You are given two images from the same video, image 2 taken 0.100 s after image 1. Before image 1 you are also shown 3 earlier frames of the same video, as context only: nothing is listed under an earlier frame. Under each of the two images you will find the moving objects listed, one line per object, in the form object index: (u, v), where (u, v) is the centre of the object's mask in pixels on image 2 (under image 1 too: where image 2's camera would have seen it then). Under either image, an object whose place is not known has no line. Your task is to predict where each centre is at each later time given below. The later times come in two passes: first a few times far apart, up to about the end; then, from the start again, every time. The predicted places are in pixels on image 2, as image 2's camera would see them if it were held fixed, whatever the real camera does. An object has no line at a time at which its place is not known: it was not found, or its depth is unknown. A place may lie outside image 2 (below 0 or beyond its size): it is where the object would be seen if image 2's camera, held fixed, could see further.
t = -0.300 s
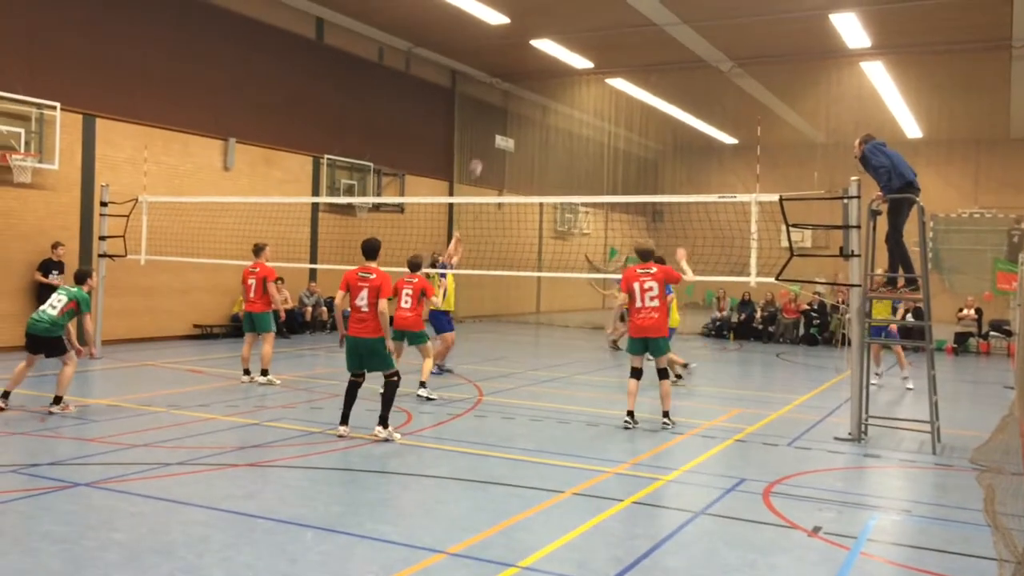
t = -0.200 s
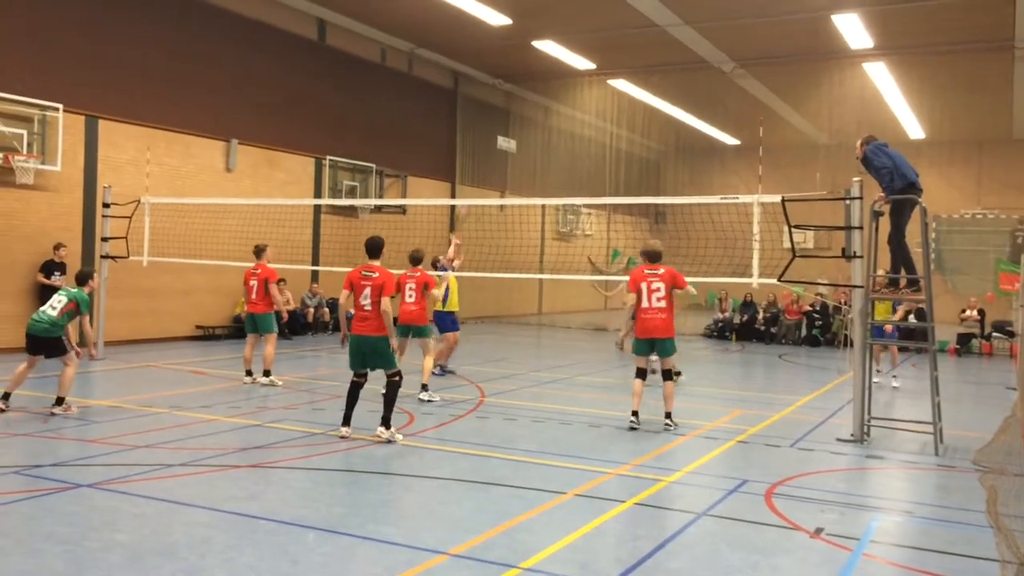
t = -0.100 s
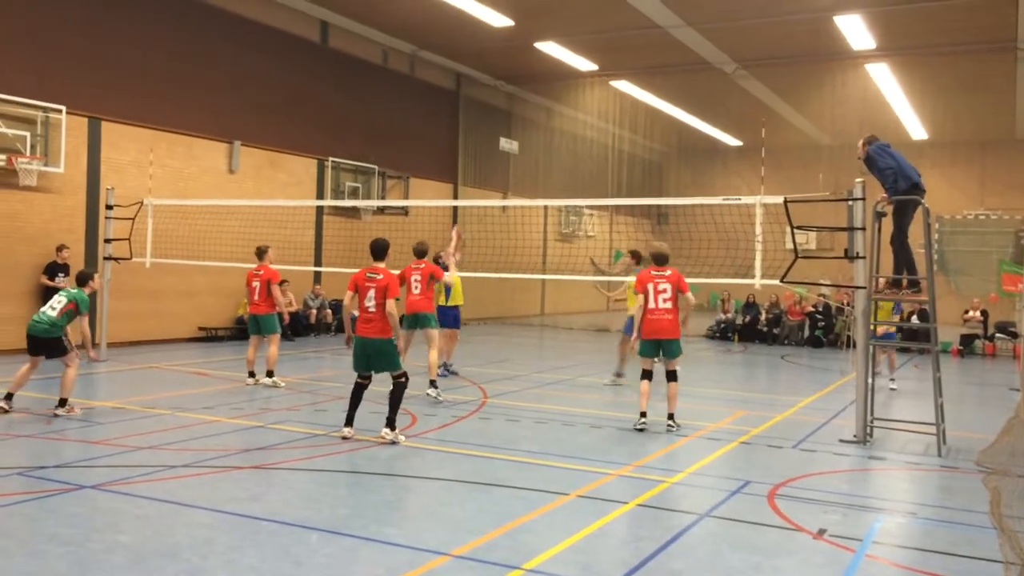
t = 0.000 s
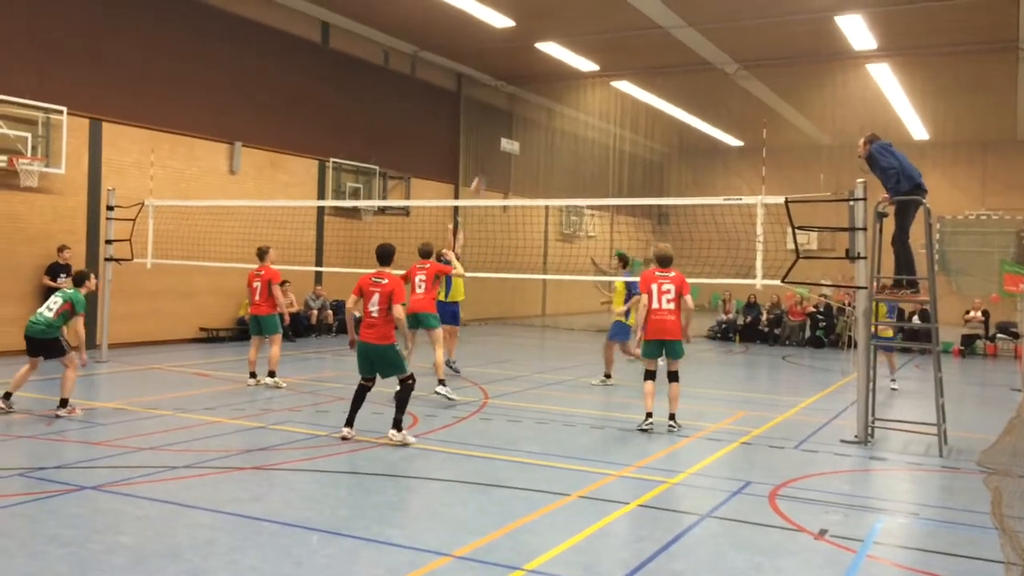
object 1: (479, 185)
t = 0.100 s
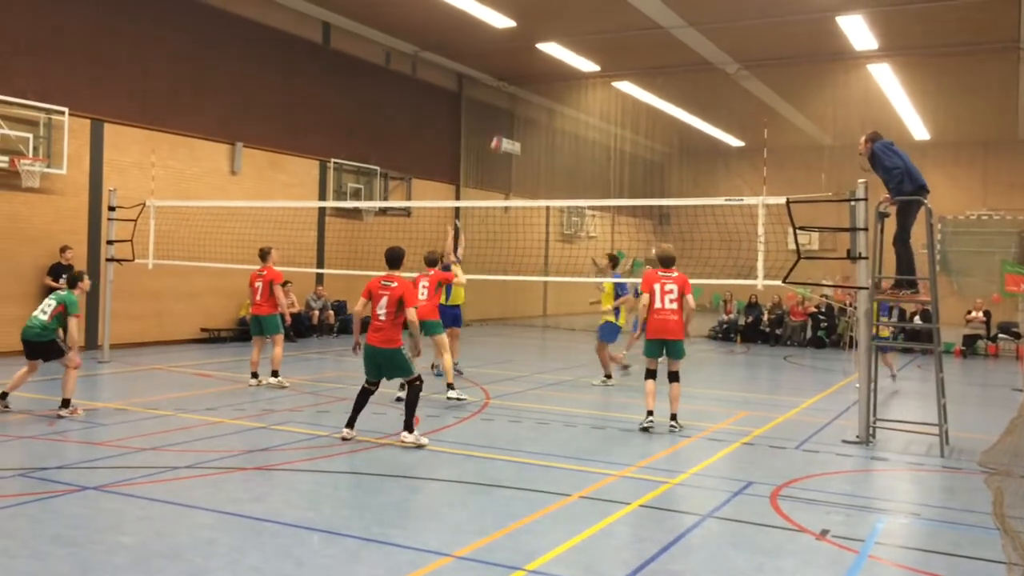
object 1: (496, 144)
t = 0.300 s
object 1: (536, 77)
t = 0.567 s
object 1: (586, 26)
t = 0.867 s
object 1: (642, 32)
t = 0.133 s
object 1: (505, 131)
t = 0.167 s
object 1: (511, 119)
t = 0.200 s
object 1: (517, 108)
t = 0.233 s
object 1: (523, 97)
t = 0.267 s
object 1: (530, 86)
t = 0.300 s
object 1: (536, 77)
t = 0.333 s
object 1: (542, 68)
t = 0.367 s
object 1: (546, 61)
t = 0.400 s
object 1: (555, 55)
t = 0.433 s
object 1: (562, 46)
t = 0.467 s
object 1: (569, 39)
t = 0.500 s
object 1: (574, 33)
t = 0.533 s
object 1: (580, 29)
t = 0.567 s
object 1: (586, 26)
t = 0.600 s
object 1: (592, 25)
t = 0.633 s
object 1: (599, 24)
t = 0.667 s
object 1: (605, 22)
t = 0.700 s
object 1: (611, 22)
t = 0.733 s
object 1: (617, 22)
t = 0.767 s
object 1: (623, 23)
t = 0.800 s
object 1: (629, 26)
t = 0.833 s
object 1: (636, 28)
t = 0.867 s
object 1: (642, 32)
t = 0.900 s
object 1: (649, 37)
